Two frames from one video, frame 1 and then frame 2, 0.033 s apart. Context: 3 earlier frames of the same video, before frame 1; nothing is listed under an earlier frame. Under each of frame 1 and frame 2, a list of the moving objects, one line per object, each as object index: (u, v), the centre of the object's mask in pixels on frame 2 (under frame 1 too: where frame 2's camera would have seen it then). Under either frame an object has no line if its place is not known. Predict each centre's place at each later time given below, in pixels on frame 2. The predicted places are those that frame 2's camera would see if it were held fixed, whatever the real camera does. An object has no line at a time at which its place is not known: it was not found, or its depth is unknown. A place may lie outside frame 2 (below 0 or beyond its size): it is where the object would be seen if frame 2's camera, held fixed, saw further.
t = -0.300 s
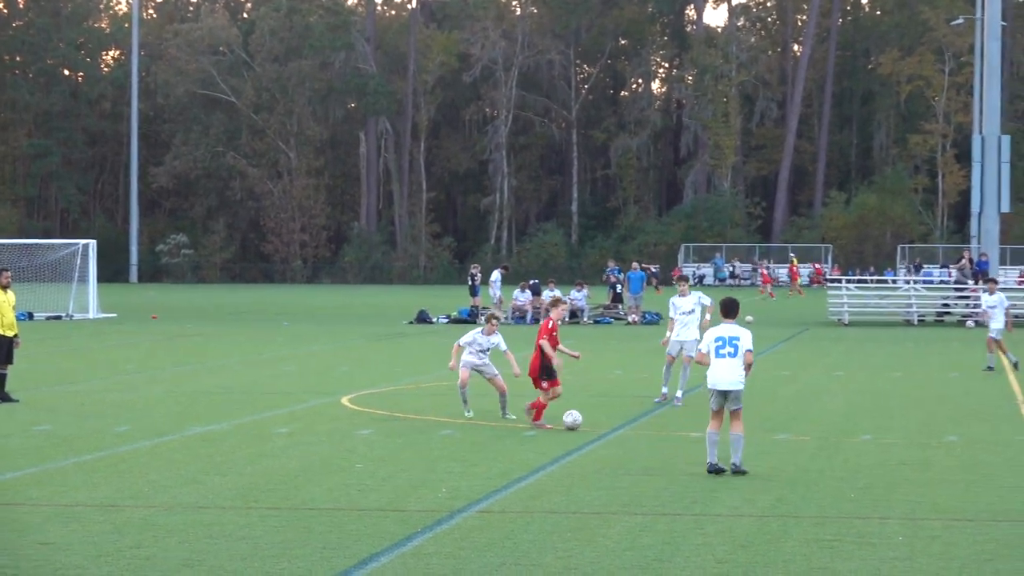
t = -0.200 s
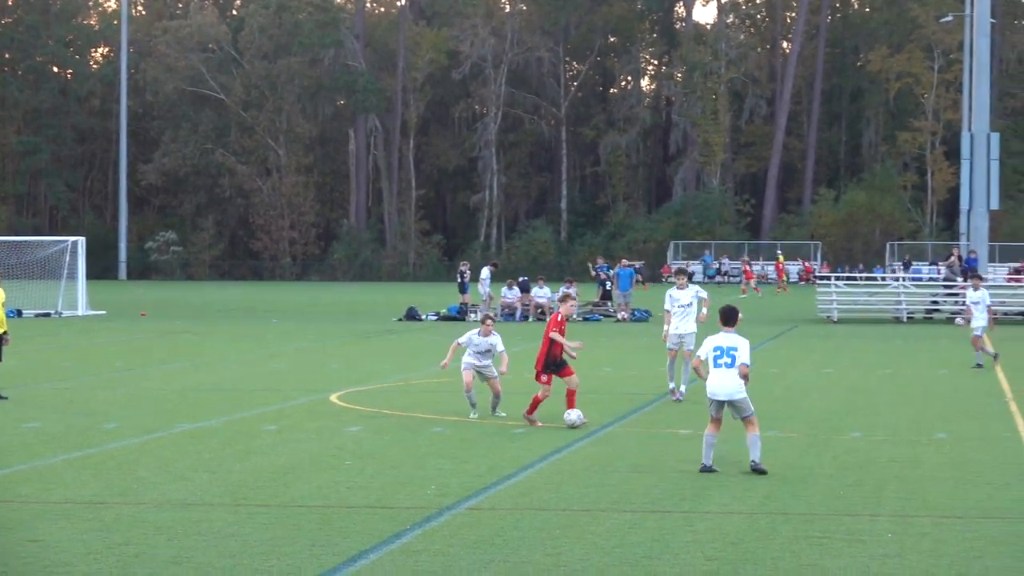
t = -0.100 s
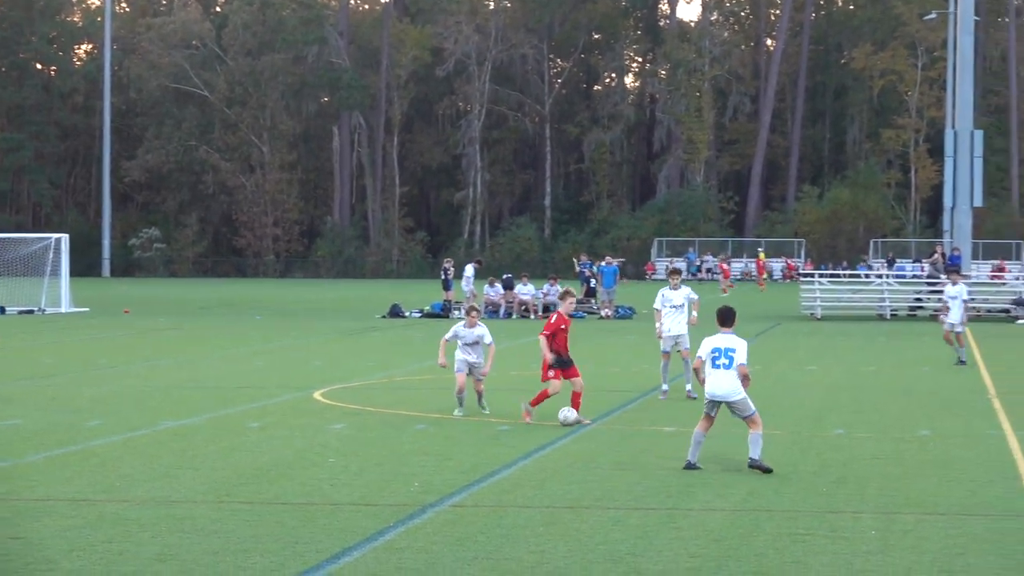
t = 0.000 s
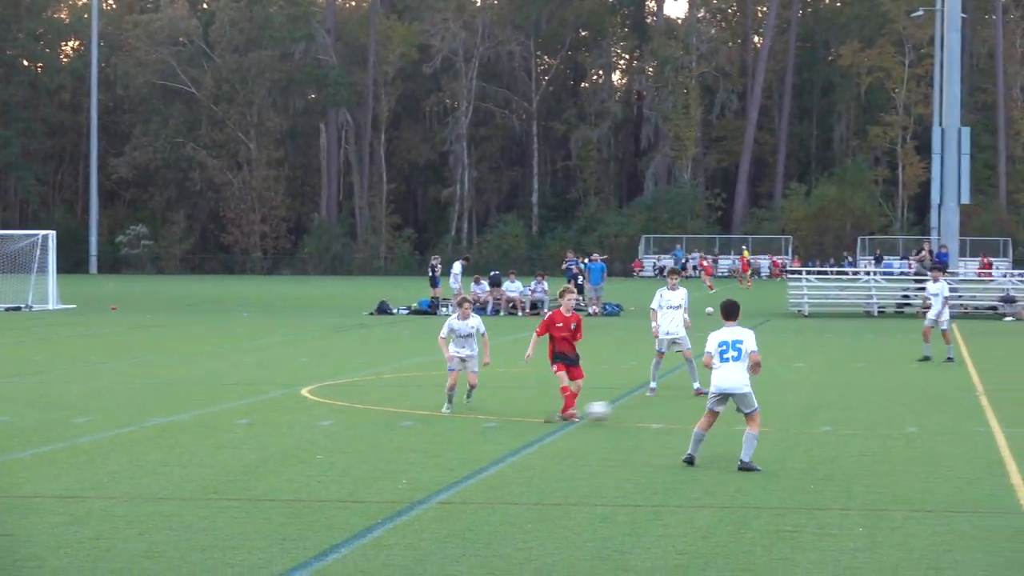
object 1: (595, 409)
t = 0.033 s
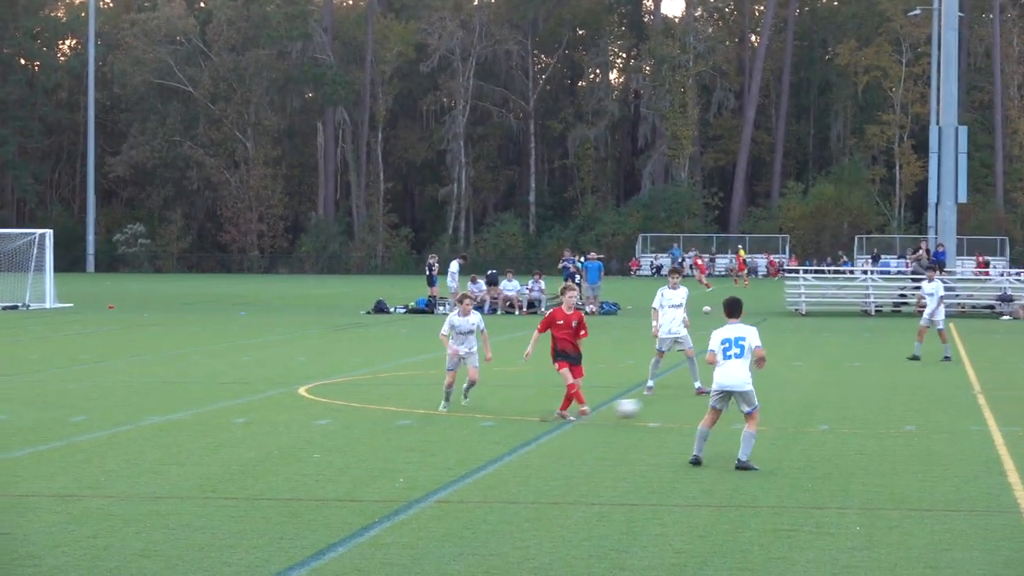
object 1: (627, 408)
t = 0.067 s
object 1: (660, 408)
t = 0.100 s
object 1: (693, 408)
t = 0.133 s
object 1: (720, 408)
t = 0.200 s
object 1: (791, 415)
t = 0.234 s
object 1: (823, 419)
